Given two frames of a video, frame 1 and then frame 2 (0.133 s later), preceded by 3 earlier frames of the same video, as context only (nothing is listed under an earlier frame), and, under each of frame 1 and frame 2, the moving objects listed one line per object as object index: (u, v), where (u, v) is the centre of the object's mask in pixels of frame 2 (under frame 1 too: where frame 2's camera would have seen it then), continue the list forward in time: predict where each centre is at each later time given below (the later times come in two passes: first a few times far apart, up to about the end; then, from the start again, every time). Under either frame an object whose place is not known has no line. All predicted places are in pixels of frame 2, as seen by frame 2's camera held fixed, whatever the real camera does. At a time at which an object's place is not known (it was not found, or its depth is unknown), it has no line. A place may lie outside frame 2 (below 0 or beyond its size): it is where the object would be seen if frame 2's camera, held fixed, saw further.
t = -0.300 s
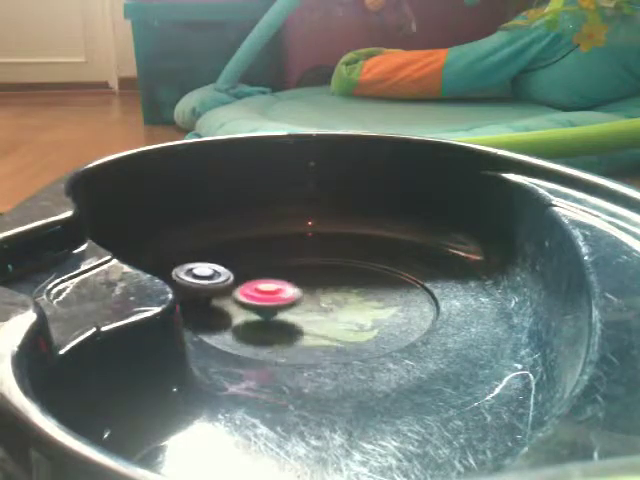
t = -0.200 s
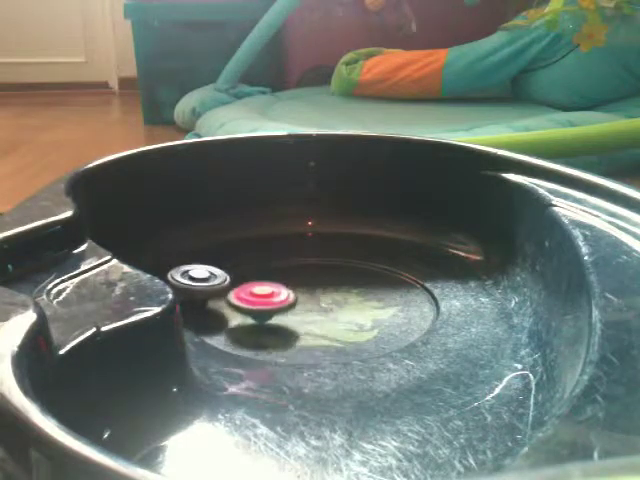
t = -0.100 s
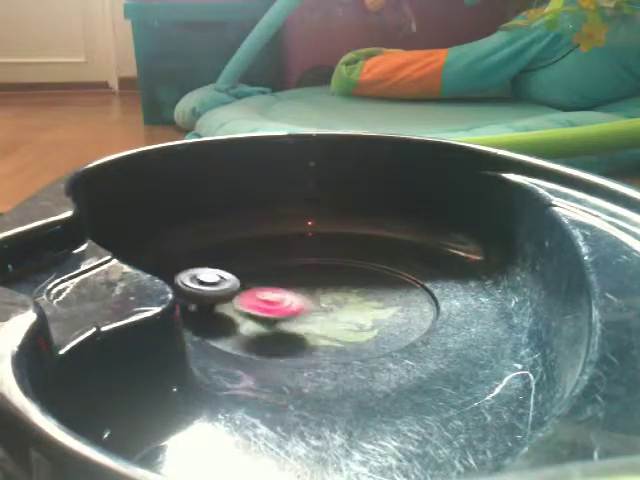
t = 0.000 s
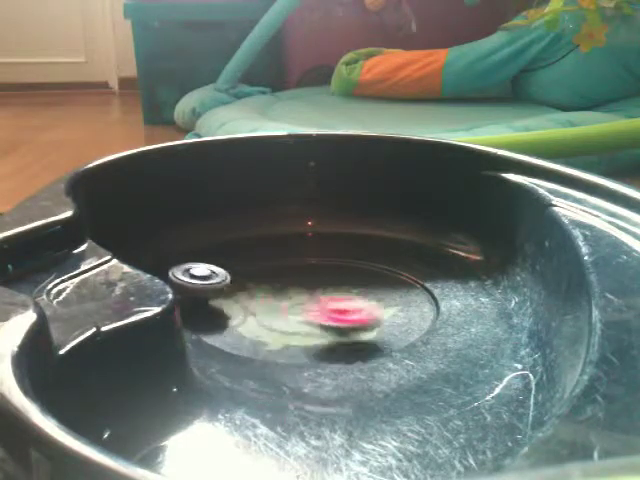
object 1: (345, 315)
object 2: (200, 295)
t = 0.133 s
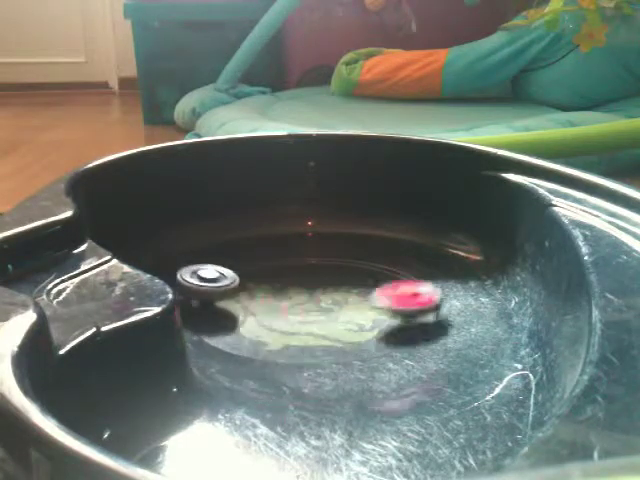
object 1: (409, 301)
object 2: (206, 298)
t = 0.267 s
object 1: (406, 280)
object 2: (230, 299)
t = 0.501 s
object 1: (282, 244)
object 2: (284, 289)
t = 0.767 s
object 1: (200, 305)
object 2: (306, 267)
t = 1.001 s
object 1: (384, 328)
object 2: (292, 262)
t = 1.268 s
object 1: (362, 249)
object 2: (293, 274)
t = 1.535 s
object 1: (234, 258)
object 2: (273, 315)
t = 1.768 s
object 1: (230, 308)
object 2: (366, 328)
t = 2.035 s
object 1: (369, 328)
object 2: (449, 279)
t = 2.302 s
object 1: (429, 288)
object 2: (359, 262)
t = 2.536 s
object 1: (339, 276)
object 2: (252, 280)
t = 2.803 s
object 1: (262, 290)
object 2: (209, 324)
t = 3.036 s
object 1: (299, 315)
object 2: (323, 376)
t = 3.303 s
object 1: (412, 293)
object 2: (433, 358)
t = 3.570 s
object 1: (305, 270)
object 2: (409, 326)
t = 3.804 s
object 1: (220, 303)
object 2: (352, 304)
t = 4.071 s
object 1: (332, 333)
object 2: (266, 291)
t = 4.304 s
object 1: (430, 292)
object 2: (210, 291)
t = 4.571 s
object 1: (352, 267)
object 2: (205, 306)
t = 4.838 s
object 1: (221, 279)
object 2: (273, 314)
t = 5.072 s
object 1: (225, 320)
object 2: (317, 295)
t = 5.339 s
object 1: (400, 318)
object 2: (314, 275)
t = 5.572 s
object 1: (397, 280)
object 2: (295, 271)
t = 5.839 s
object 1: (326, 260)
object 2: (238, 285)
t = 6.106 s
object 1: (245, 276)
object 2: (268, 318)
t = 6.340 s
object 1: (292, 290)
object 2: (373, 338)
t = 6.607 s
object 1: (366, 272)
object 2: (428, 305)
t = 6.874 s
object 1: (295, 272)
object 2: (393, 288)
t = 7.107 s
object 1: (287, 295)
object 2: (332, 286)
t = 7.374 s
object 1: (397, 295)
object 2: (270, 302)
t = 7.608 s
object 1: (369, 280)
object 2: (256, 319)
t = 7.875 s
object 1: (270, 284)
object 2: (285, 330)
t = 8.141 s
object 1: (246, 320)
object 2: (359, 335)
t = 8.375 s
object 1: (324, 318)
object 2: (386, 311)
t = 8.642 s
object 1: (308, 291)
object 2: (365, 281)
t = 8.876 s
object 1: (230, 300)
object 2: (311, 275)
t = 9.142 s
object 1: (267, 326)
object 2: (259, 275)
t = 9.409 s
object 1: (350, 300)
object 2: (256, 304)
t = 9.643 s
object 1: (308, 262)
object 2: (292, 315)
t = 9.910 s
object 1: (217, 281)
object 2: (340, 313)
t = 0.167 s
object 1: (414, 293)
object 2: (209, 298)
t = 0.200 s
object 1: (416, 285)
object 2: (215, 299)
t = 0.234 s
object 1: (412, 278)
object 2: (222, 299)
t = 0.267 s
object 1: (406, 280)
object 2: (230, 299)
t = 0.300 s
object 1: (395, 273)
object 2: (238, 299)
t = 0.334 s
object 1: (382, 268)
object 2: (247, 298)
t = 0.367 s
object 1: (364, 254)
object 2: (255, 296)
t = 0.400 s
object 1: (346, 251)
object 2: (264, 295)
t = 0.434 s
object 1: (326, 248)
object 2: (271, 294)
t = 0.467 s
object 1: (303, 244)
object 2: (278, 292)
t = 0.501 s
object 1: (282, 244)
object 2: (284, 289)
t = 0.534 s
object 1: (252, 254)
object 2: (288, 287)
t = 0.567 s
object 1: (237, 265)
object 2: (293, 283)
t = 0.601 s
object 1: (220, 273)
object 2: (297, 281)
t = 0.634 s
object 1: (204, 281)
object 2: (301, 278)
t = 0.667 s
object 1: (196, 287)
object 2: (304, 275)
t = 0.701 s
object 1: (194, 294)
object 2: (306, 273)
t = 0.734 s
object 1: (195, 295)
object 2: (307, 270)
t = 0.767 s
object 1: (200, 305)
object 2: (306, 267)
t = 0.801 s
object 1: (207, 316)
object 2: (305, 265)
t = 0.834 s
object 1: (220, 322)
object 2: (304, 264)
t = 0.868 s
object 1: (243, 329)
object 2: (300, 263)
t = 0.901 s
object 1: (276, 336)
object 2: (297, 262)
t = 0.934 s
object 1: (316, 336)
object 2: (296, 262)
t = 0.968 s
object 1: (351, 334)
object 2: (294, 262)
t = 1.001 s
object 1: (384, 328)
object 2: (292, 262)
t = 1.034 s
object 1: (409, 318)
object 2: (292, 262)
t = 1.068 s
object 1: (427, 303)
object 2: (291, 263)
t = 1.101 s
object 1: (432, 290)
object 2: (291, 265)
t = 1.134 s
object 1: (430, 278)
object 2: (290, 266)
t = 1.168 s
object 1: (424, 272)
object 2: (290, 267)
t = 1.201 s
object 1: (406, 264)
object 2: (290, 269)
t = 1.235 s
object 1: (387, 256)
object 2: (291, 271)
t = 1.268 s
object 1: (362, 249)
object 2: (293, 274)
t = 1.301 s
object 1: (343, 245)
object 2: (292, 276)
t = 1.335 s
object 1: (329, 241)
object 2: (279, 283)
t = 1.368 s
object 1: (318, 242)
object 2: (270, 289)
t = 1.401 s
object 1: (303, 241)
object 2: (264, 295)
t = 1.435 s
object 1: (289, 242)
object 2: (261, 300)
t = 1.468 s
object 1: (271, 242)
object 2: (261, 306)
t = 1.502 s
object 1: (253, 248)
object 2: (265, 311)
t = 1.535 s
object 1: (234, 258)
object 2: (273, 315)
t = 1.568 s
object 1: (224, 267)
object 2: (283, 319)
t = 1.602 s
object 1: (210, 275)
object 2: (297, 322)
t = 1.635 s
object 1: (204, 286)
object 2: (309, 325)
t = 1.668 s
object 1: (204, 294)
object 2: (322, 326)
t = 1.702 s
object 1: (211, 304)
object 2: (337, 327)
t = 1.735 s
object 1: (217, 311)
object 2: (351, 328)
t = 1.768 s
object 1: (230, 308)
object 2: (366, 328)
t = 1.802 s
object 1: (250, 316)
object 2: (381, 328)
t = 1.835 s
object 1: (279, 320)
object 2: (396, 327)
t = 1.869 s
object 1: (303, 324)
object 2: (409, 325)
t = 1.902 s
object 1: (335, 324)
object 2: (418, 322)
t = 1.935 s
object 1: (357, 325)
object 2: (423, 317)
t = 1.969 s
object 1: (359, 327)
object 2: (439, 301)
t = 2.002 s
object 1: (363, 328)
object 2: (446, 289)
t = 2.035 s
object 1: (369, 328)
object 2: (449, 279)
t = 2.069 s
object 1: (378, 328)
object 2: (446, 272)
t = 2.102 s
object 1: (389, 324)
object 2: (440, 268)
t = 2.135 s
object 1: (399, 320)
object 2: (430, 265)
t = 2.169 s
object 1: (410, 316)
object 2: (416, 261)
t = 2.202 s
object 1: (418, 310)
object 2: (407, 257)
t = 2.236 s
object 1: (426, 302)
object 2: (393, 258)
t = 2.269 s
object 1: (429, 295)
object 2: (373, 262)
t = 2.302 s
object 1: (429, 288)
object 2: (359, 262)
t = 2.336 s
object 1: (424, 281)
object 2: (348, 260)
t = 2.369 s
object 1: (420, 288)
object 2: (320, 264)
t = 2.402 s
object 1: (408, 285)
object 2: (300, 258)
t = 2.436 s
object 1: (394, 281)
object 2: (286, 268)
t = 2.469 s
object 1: (377, 277)
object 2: (273, 272)
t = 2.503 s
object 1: (358, 275)
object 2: (261, 276)
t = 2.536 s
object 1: (339, 276)
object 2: (252, 280)
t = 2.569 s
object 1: (319, 277)
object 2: (245, 286)
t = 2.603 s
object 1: (300, 278)
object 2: (237, 284)
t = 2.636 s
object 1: (288, 282)
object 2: (224, 292)
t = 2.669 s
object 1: (286, 281)
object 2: (205, 297)
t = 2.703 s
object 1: (282, 282)
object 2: (197, 301)
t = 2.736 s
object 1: (276, 284)
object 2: (199, 309)
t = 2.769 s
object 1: (267, 288)
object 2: (203, 314)
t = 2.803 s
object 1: (262, 290)
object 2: (209, 324)
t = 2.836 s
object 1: (254, 283)
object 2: (226, 334)
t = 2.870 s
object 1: (252, 288)
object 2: (237, 345)
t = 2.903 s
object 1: (253, 295)
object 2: (250, 349)
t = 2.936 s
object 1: (259, 300)
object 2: (273, 358)
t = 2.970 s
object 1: (268, 306)
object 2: (290, 365)
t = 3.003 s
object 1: (283, 311)
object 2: (307, 370)
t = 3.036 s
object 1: (299, 315)
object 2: (323, 376)
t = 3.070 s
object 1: (320, 317)
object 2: (337, 380)
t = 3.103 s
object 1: (340, 317)
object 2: (362, 382)
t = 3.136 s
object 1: (359, 314)
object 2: (380, 382)
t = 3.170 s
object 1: (378, 311)
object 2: (397, 381)
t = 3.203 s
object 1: (393, 306)
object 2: (412, 374)
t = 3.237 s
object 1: (407, 303)
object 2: (423, 369)
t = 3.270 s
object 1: (411, 298)
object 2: (429, 364)
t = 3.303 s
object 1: (412, 293)
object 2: (433, 358)
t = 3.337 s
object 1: (408, 287)
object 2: (435, 353)
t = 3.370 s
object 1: (401, 282)
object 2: (433, 349)
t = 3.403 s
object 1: (389, 277)
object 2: (431, 345)
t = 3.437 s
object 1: (373, 273)
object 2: (427, 342)
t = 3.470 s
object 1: (357, 271)
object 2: (422, 338)
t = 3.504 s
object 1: (340, 270)
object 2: (419, 334)
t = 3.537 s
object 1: (322, 269)
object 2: (415, 331)
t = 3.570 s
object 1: (305, 270)
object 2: (409, 326)
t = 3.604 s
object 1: (290, 271)
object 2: (401, 321)
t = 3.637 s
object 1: (273, 273)
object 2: (394, 317)
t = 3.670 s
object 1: (259, 278)
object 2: (387, 314)
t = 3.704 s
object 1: (244, 282)
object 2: (380, 312)
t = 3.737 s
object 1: (233, 289)
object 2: (372, 310)
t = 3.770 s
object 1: (225, 295)
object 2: (362, 307)
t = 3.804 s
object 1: (220, 303)
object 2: (352, 304)
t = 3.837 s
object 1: (219, 310)
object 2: (342, 302)
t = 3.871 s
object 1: (224, 305)
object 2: (331, 299)
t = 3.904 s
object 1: (232, 312)
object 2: (320, 297)
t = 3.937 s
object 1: (245, 320)
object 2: (310, 294)
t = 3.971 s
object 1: (265, 325)
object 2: (303, 289)
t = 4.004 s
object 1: (286, 330)
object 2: (288, 284)
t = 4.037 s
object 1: (307, 332)
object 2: (274, 288)
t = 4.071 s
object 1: (332, 333)
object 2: (266, 291)
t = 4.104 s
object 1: (359, 333)
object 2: (258, 290)
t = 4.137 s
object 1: (379, 328)
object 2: (248, 290)
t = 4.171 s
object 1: (399, 323)
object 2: (240, 290)
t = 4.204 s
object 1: (412, 315)
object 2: (232, 290)
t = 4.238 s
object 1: (421, 307)
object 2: (224, 291)
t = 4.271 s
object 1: (429, 300)
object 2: (217, 292)
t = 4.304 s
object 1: (430, 292)
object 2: (210, 291)
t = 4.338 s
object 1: (428, 285)
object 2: (205, 292)
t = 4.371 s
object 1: (424, 279)
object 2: (201, 293)
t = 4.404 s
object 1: (416, 272)
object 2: (198, 295)
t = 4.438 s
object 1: (408, 281)
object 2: (197, 296)
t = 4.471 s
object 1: (395, 276)
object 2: (197, 298)
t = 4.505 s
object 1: (383, 273)
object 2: (199, 300)
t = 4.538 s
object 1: (370, 269)
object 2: (201, 303)
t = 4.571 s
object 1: (352, 267)
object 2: (205, 306)
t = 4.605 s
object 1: (337, 264)
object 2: (210, 309)
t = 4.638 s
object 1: (320, 265)
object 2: (216, 311)
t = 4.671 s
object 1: (301, 266)
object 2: (224, 313)
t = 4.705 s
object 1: (287, 267)
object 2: (233, 315)
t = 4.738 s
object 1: (269, 263)
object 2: (242, 315)
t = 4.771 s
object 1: (254, 262)
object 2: (253, 316)
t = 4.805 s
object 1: (232, 269)
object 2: (262, 314)
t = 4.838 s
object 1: (221, 279)
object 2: (273, 314)
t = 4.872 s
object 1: (213, 288)
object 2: (281, 312)
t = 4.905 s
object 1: (206, 294)
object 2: (289, 310)
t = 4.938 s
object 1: (204, 299)
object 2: (296, 306)
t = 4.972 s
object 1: (206, 307)
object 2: (304, 303)
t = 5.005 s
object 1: (208, 307)
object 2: (310, 301)
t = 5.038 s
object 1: (213, 314)
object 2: (314, 298)
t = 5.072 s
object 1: (225, 320)
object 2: (317, 295)
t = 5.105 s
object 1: (248, 323)
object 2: (319, 292)
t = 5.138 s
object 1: (271, 330)
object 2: (321, 288)
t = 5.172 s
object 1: (293, 332)
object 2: (323, 285)
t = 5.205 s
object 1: (316, 332)
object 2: (322, 282)
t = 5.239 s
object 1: (340, 332)
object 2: (320, 280)
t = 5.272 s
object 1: (364, 329)
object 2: (318, 278)
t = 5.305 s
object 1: (381, 324)
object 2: (316, 277)
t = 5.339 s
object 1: (400, 318)
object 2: (314, 275)
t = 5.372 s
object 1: (410, 311)
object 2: (312, 273)
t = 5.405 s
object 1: (416, 303)
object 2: (308, 272)
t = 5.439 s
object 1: (418, 296)
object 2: (304, 272)
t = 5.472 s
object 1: (416, 287)
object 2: (301, 271)
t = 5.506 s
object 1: (414, 283)
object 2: (299, 271)
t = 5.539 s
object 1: (408, 287)
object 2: (298, 271)
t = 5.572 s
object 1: (397, 280)
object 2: (295, 271)
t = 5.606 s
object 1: (385, 274)
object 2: (293, 272)
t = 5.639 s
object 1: (370, 271)
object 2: (291, 272)
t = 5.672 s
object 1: (355, 268)
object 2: (290, 273)
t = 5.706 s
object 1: (349, 264)
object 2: (281, 273)
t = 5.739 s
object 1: (349, 261)
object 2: (265, 276)
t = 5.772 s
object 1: (346, 259)
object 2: (252, 279)
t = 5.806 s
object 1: (338, 259)
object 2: (243, 282)
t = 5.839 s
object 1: (326, 260)
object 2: (238, 285)
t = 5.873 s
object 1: (316, 260)
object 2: (236, 289)
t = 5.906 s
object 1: (301, 262)
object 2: (236, 294)
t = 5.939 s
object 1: (289, 264)
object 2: (239, 298)
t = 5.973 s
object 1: (280, 263)
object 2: (241, 302)
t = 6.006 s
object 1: (272, 265)
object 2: (247, 305)
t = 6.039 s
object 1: (257, 263)
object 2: (254, 308)
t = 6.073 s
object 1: (252, 268)
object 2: (260, 312)
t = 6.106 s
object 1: (245, 276)
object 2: (268, 318)
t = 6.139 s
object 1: (246, 280)
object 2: (280, 324)
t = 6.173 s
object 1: (247, 286)
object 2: (291, 332)
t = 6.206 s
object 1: (253, 290)
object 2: (305, 339)
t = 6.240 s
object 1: (260, 294)
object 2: (320, 344)
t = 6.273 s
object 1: (269, 286)
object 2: (337, 345)
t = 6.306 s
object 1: (280, 289)
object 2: (355, 342)
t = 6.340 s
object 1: (292, 290)
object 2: (373, 338)
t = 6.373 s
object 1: (305, 291)
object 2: (389, 333)
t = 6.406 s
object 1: (319, 291)
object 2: (404, 328)
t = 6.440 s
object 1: (331, 288)
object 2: (413, 323)
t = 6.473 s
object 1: (343, 285)
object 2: (419, 319)
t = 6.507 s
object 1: (353, 282)
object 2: (423, 314)
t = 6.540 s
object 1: (360, 278)
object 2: (427, 311)
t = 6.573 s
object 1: (366, 276)
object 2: (429, 308)
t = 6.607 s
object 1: (366, 272)
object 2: (428, 305)
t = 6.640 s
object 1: (363, 271)
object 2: (427, 302)
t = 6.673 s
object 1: (357, 267)
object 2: (424, 300)
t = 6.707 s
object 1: (350, 264)
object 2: (421, 298)
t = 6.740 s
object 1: (341, 262)
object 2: (416, 295)
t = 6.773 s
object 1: (330, 269)
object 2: (412, 293)
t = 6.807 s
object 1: (320, 269)
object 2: (406, 292)
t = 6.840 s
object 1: (306, 270)
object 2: (399, 290)
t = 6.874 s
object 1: (295, 272)
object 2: (393, 288)
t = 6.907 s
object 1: (285, 276)
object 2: (385, 287)
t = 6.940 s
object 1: (279, 280)
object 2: (377, 286)
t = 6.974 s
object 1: (273, 286)
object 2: (367, 286)
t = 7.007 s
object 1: (272, 291)
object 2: (359, 286)
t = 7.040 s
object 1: (274, 296)
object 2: (350, 286)
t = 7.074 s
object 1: (278, 289)
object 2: (339, 286)
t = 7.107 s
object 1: (287, 295)
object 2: (332, 286)
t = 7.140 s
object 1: (306, 302)
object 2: (326, 281)
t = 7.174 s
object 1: (312, 304)
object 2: (312, 270)
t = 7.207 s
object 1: (323, 306)
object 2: (300, 284)
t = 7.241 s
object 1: (342, 305)
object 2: (293, 291)
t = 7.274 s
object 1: (357, 305)
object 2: (288, 296)
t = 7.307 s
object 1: (373, 303)
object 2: (282, 298)
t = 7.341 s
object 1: (387, 300)
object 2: (276, 300)
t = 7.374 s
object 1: (397, 295)
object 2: (270, 302)
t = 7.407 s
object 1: (407, 304)
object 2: (266, 305)
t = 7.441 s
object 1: (409, 298)
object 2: (262, 308)
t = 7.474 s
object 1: (407, 293)
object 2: (260, 310)
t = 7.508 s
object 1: (402, 288)
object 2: (257, 312)
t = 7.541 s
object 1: (393, 285)
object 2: (256, 315)
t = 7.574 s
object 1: (383, 282)
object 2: (256, 317)
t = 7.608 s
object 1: (369, 280)
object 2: (256, 319)
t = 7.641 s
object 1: (356, 278)
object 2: (258, 321)
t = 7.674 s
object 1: (341, 279)
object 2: (259, 322)
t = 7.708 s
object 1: (326, 280)
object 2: (261, 323)
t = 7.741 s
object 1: (313, 282)
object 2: (266, 325)
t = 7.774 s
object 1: (302, 281)
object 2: (270, 327)
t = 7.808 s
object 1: (287, 276)
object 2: (277, 329)
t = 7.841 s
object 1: (276, 280)
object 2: (281, 330)
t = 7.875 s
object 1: (270, 284)
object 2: (285, 330)
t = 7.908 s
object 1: (263, 288)
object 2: (291, 331)
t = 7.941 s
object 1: (255, 306)
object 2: (296, 331)
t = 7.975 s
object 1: (253, 311)
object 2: (311, 333)
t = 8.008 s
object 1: (248, 312)
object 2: (322, 338)
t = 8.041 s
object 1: (244, 314)
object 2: (332, 339)
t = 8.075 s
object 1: (243, 316)
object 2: (342, 339)
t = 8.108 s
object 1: (243, 318)
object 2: (351, 337)
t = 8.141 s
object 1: (246, 320)
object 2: (359, 335)
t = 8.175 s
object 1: (251, 322)
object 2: (366, 332)
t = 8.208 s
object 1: (259, 325)
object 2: (372, 329)
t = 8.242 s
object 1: (272, 328)
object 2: (376, 325)
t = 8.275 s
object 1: (285, 320)
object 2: (380, 322)
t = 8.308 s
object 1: (298, 320)
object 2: (382, 319)
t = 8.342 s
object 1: (313, 319)
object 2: (382, 316)
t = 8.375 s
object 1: (324, 318)
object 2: (386, 311)
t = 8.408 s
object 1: (325, 316)
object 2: (392, 305)
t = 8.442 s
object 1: (329, 321)
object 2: (394, 300)
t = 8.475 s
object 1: (329, 311)
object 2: (393, 296)
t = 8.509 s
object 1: (329, 307)
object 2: (389, 292)
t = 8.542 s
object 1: (327, 303)
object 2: (384, 289)
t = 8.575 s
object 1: (323, 298)
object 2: (379, 286)
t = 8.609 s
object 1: (316, 294)
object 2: (372, 284)
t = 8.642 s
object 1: (308, 291)
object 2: (365, 281)
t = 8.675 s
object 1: (298, 287)
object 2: (358, 279)
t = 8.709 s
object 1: (288, 285)
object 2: (350, 278)
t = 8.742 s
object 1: (276, 298)
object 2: (341, 277)
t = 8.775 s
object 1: (264, 297)
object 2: (333, 276)
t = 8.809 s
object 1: (251, 297)
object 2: (326, 276)
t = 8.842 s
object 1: (240, 299)
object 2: (319, 276)
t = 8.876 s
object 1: (230, 300)
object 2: (311, 275)
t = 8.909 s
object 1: (222, 304)
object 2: (303, 276)
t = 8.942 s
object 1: (219, 306)
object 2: (296, 276)
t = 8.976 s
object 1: (218, 310)
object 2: (290, 276)
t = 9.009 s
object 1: (220, 313)
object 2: (282, 277)
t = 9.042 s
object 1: (226, 317)
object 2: (277, 277)
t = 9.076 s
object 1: (235, 320)
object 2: (273, 276)
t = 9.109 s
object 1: (251, 323)
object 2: (268, 275)
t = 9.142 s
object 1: (267, 326)
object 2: (259, 275)
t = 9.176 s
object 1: (282, 327)
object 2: (254, 279)
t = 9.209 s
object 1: (297, 326)
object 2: (251, 284)
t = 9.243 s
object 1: (313, 324)
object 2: (251, 290)
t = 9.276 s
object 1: (324, 308)
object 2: (252, 294)
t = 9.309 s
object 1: (337, 317)
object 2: (252, 297)
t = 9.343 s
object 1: (344, 312)
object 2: (252, 299)
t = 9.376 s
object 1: (348, 307)
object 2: (254, 302)
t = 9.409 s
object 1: (350, 300)
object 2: (256, 304)
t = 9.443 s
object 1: (350, 295)
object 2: (260, 307)
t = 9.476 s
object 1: (346, 289)
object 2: (264, 309)
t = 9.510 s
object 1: (342, 285)
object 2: (269, 310)
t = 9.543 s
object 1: (335, 280)
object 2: (274, 312)
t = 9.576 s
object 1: (329, 275)
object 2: (279, 313)
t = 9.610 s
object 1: (322, 269)
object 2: (286, 314)
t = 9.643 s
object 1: (308, 262)
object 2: (292, 315)
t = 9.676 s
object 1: (297, 261)
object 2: (299, 316)
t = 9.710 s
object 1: (281, 257)
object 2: (306, 317)
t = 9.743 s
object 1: (269, 259)
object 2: (312, 317)
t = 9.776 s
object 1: (255, 260)
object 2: (319, 316)
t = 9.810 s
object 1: (245, 261)
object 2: (324, 316)
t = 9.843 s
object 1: (234, 264)
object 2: (330, 315)
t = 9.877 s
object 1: (223, 276)
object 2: (335, 314)
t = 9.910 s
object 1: (217, 281)
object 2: (340, 313)
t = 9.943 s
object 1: (215, 287)
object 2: (344, 312)
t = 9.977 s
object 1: (213, 292)
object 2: (348, 310)
